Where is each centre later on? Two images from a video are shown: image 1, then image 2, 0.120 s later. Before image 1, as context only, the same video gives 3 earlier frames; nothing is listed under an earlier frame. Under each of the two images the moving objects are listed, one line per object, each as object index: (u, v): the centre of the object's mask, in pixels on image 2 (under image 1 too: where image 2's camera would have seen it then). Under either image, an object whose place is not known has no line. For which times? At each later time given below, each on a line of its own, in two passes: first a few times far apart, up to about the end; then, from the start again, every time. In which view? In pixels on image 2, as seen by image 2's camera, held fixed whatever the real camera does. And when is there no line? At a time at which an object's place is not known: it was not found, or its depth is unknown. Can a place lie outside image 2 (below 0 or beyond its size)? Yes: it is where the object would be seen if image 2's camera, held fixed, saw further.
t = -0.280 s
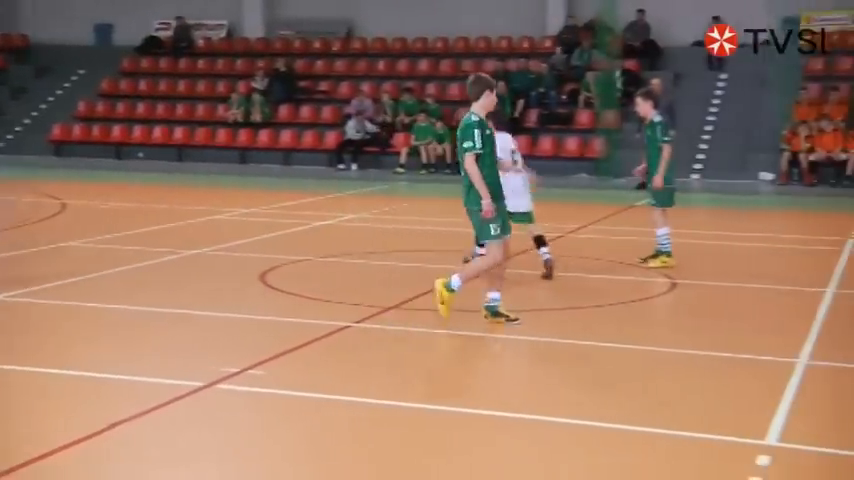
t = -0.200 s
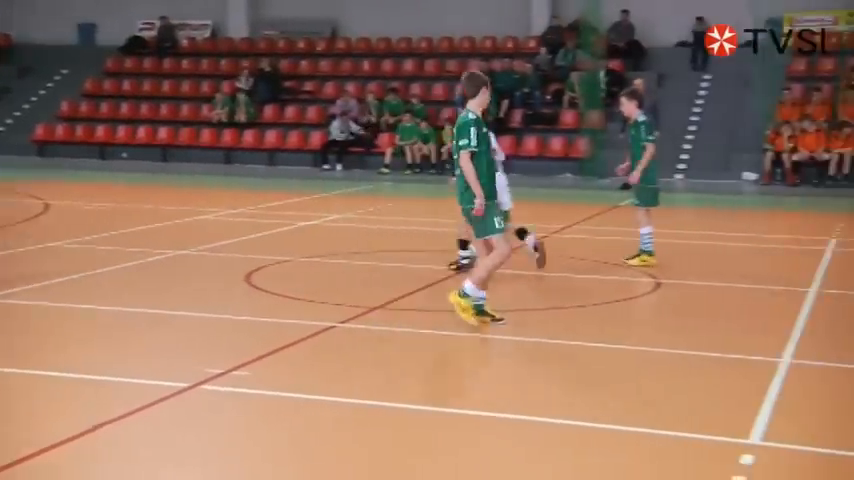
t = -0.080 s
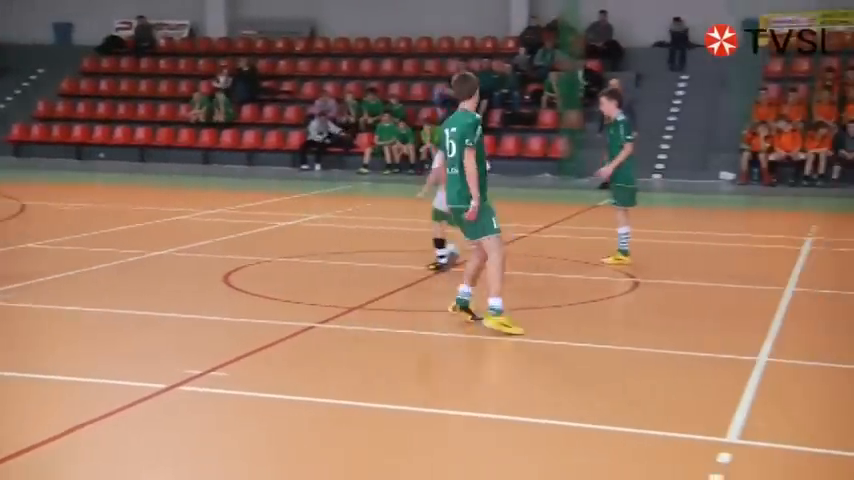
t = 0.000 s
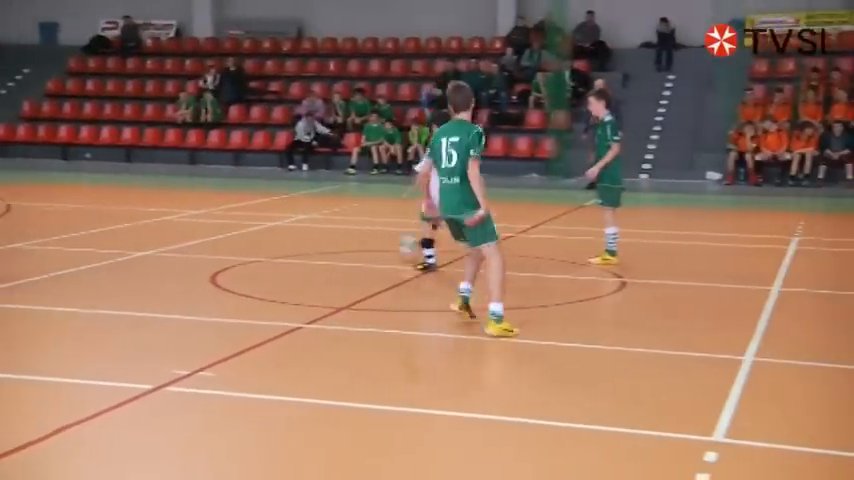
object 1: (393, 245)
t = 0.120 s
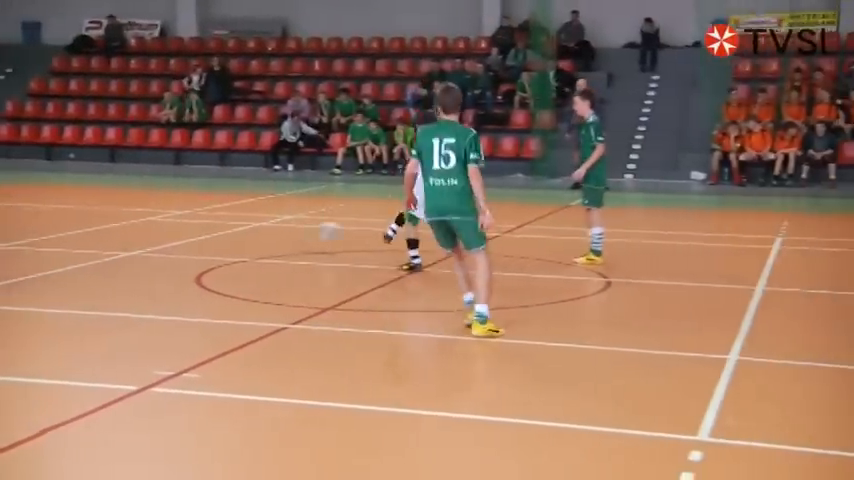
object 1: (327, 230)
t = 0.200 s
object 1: (286, 230)
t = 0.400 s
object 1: (203, 224)
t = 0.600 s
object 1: (132, 217)
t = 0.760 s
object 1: (81, 215)
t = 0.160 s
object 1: (308, 230)
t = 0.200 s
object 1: (286, 230)
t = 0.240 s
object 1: (268, 233)
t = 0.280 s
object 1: (251, 235)
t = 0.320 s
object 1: (232, 231)
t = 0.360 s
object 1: (218, 226)
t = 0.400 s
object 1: (203, 224)
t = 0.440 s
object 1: (188, 223)
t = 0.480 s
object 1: (173, 225)
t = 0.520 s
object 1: (158, 225)
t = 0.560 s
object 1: (145, 220)
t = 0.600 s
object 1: (132, 217)
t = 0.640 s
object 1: (118, 216)
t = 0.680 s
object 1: (106, 217)
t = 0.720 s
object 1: (92, 218)
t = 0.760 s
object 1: (81, 215)
